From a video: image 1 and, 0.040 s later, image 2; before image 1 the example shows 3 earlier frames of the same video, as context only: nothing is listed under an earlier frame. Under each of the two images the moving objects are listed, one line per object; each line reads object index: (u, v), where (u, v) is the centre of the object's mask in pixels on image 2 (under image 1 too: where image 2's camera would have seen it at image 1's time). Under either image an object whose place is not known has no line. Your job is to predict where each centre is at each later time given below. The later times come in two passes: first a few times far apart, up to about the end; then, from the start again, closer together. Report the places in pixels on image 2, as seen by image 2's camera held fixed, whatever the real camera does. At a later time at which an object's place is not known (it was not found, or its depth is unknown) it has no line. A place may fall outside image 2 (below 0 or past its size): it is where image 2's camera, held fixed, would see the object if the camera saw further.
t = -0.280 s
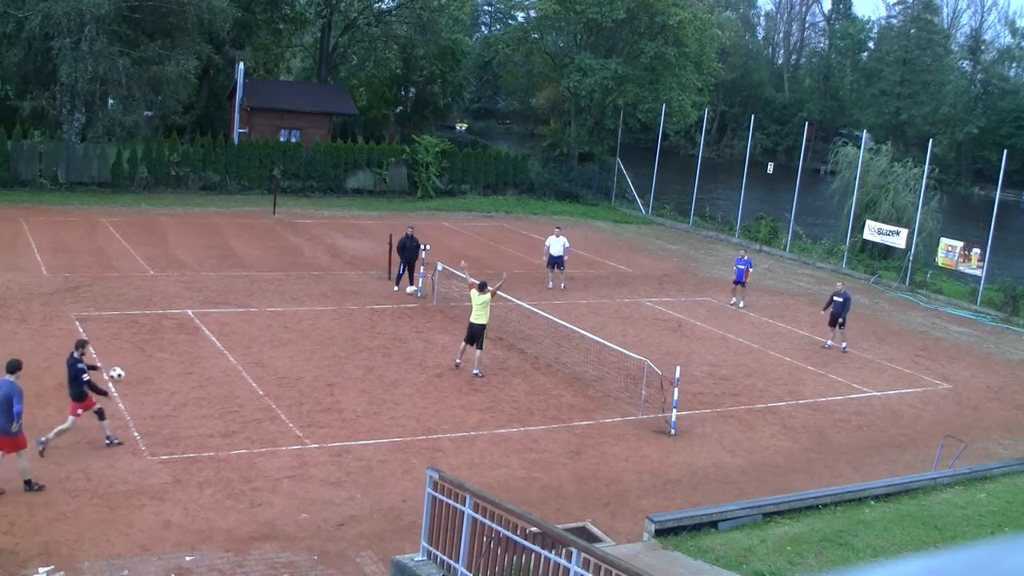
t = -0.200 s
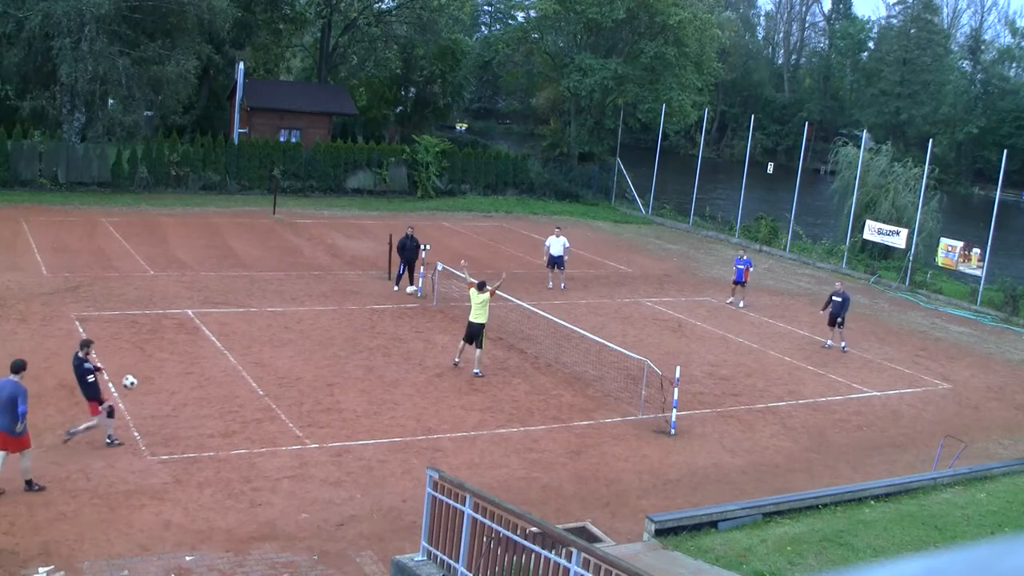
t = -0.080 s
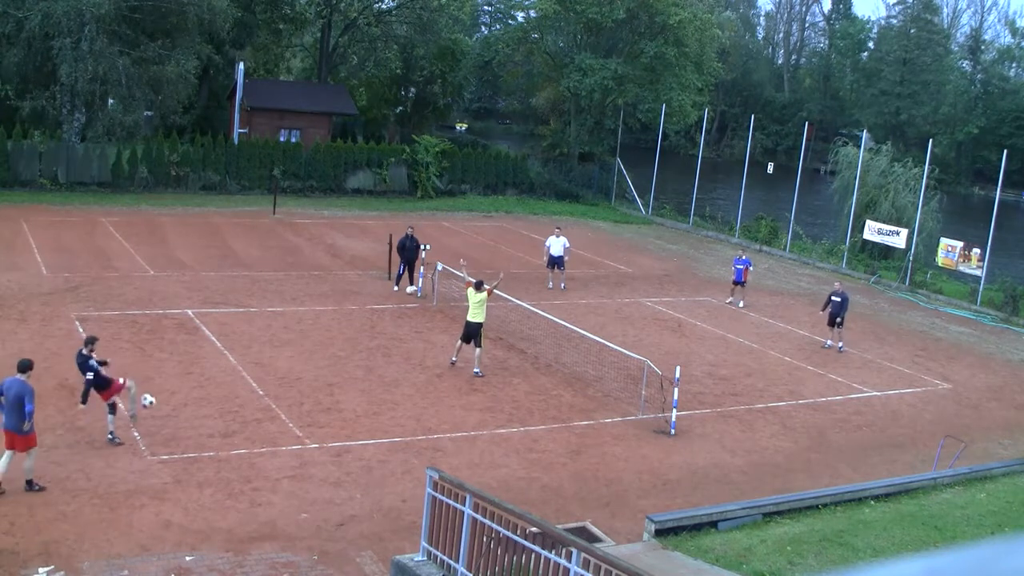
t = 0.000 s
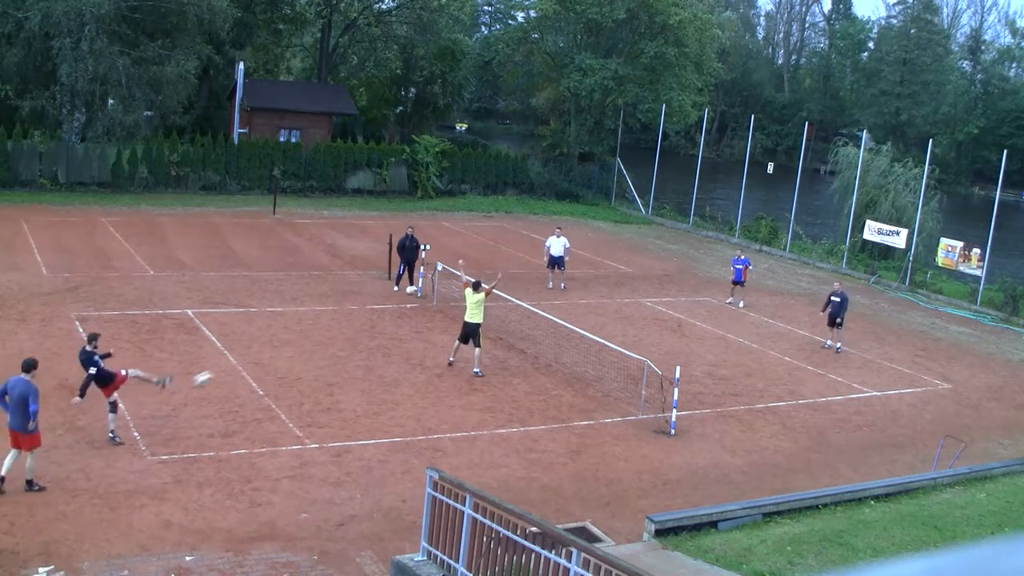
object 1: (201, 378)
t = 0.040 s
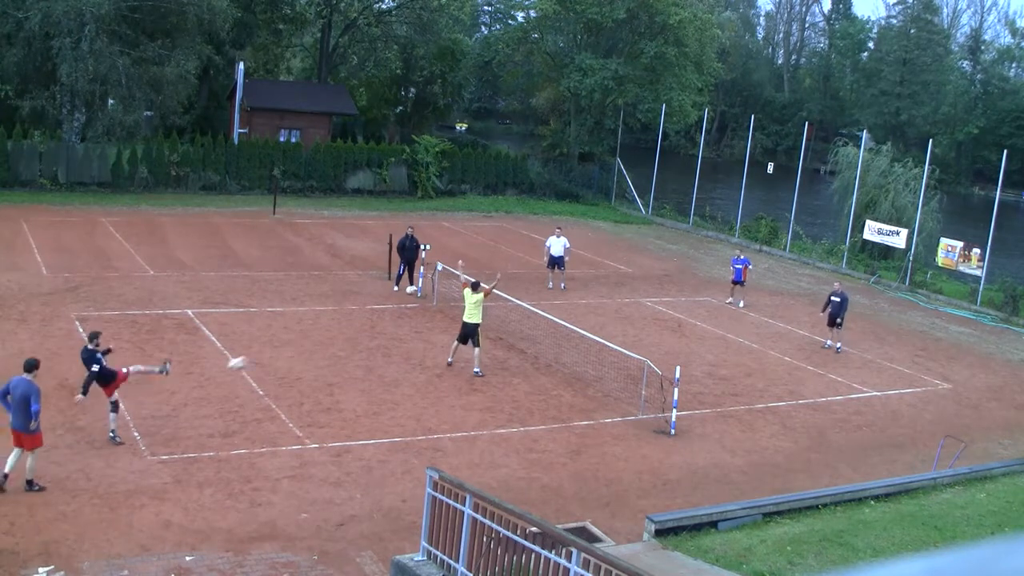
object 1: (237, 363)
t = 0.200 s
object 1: (360, 319)
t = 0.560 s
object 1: (576, 303)
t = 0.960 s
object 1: (730, 371)
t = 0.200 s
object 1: (360, 319)
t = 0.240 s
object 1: (388, 313)
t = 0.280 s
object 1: (415, 307)
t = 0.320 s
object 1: (442, 303)
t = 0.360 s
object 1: (465, 300)
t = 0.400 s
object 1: (490, 299)
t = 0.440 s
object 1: (515, 298)
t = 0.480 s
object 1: (535, 299)
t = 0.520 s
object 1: (556, 300)
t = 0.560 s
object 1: (576, 303)
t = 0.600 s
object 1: (595, 307)
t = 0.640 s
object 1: (614, 311)
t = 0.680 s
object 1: (631, 315)
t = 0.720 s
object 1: (647, 322)
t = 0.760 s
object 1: (663, 328)
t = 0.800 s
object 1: (678, 336)
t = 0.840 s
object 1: (692, 344)
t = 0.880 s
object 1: (705, 353)
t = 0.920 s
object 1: (718, 361)
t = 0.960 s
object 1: (730, 371)
